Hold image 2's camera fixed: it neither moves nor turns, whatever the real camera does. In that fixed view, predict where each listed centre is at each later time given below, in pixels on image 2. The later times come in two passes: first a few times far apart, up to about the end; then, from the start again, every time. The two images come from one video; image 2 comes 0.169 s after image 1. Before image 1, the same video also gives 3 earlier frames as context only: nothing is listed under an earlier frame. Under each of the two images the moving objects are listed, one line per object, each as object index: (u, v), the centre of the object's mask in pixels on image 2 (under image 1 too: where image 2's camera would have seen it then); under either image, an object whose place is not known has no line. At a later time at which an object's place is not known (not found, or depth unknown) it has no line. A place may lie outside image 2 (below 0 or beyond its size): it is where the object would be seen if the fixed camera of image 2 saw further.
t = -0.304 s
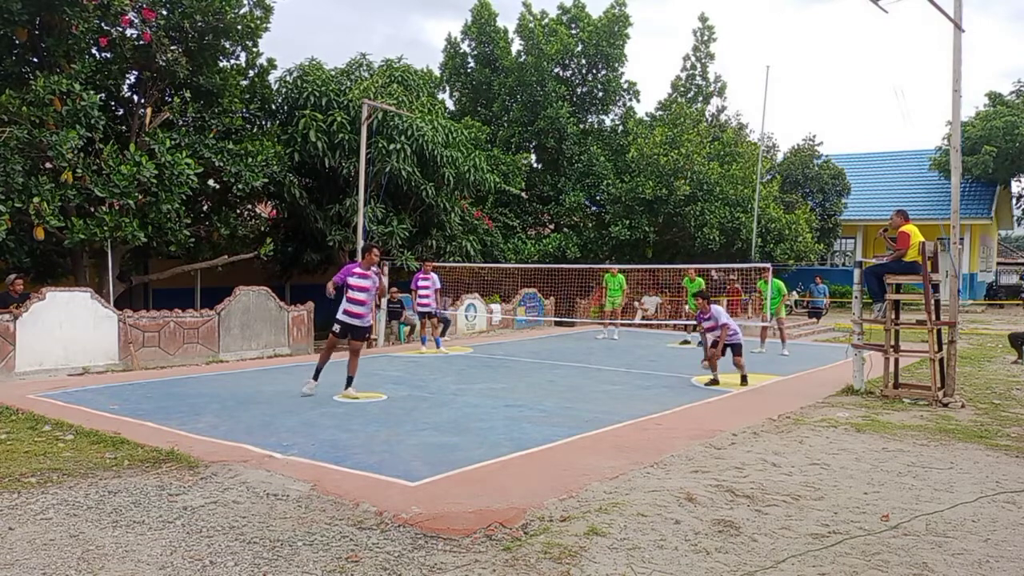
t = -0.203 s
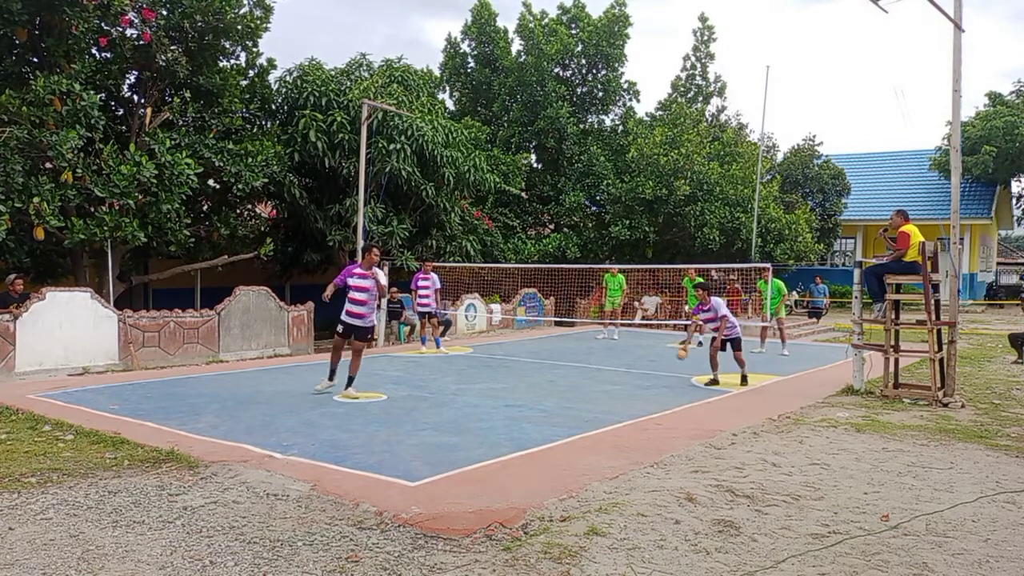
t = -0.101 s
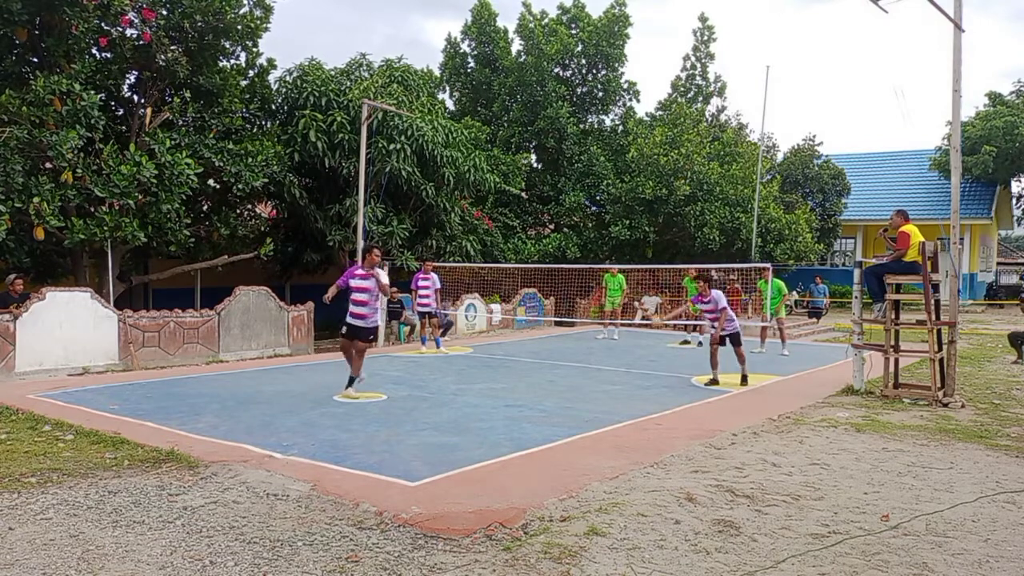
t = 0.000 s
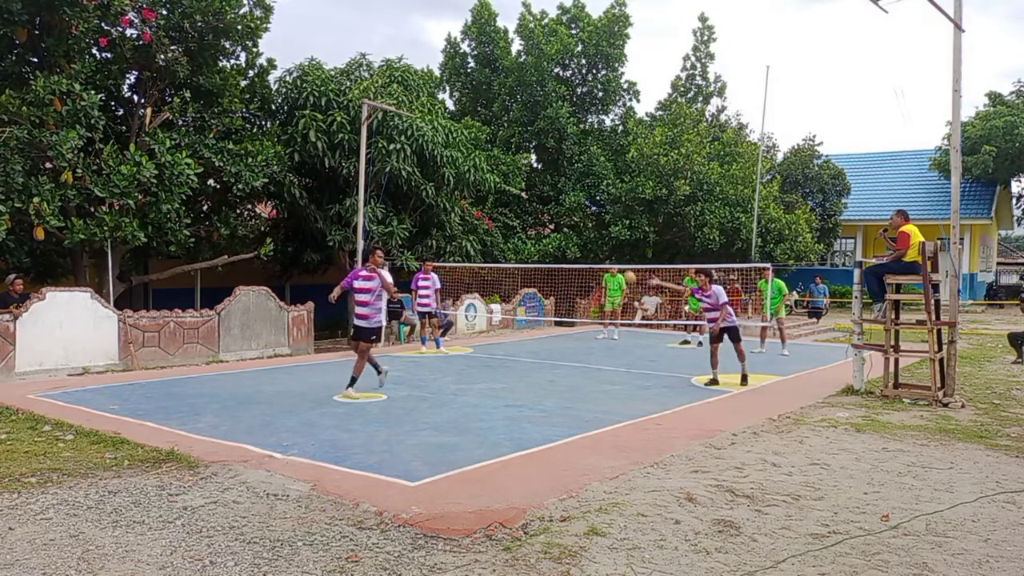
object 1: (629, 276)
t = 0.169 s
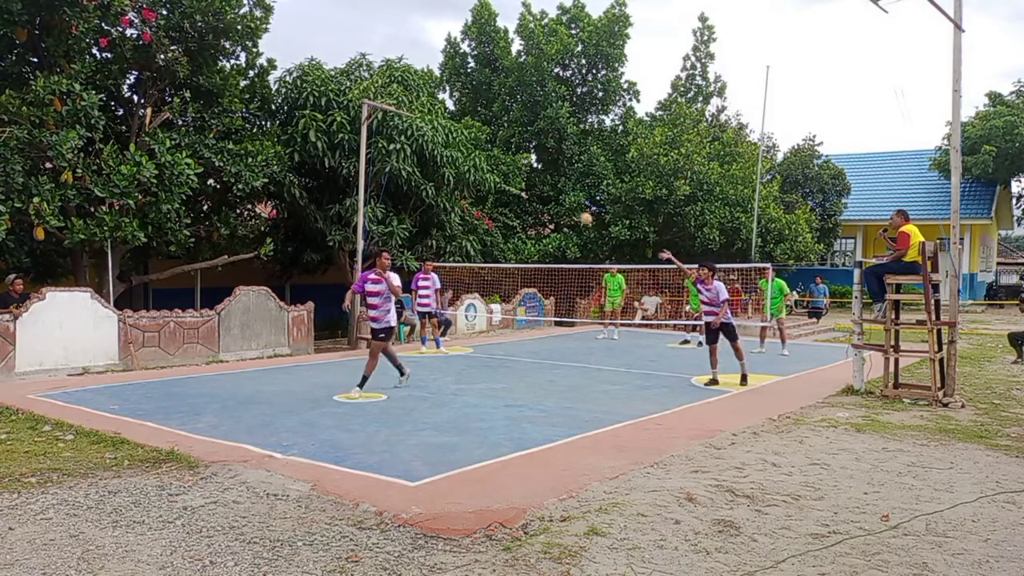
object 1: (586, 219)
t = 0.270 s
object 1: (558, 193)
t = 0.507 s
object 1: (493, 167)
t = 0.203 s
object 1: (577, 210)
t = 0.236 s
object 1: (569, 199)
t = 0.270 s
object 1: (558, 193)
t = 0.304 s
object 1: (550, 187)
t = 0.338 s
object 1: (540, 181)
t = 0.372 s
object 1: (531, 176)
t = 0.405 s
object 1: (521, 173)
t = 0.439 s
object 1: (512, 170)
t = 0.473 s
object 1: (503, 168)
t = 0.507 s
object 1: (493, 167)
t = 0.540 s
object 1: (483, 167)
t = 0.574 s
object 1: (473, 168)
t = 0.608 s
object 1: (465, 171)
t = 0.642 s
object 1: (454, 173)
